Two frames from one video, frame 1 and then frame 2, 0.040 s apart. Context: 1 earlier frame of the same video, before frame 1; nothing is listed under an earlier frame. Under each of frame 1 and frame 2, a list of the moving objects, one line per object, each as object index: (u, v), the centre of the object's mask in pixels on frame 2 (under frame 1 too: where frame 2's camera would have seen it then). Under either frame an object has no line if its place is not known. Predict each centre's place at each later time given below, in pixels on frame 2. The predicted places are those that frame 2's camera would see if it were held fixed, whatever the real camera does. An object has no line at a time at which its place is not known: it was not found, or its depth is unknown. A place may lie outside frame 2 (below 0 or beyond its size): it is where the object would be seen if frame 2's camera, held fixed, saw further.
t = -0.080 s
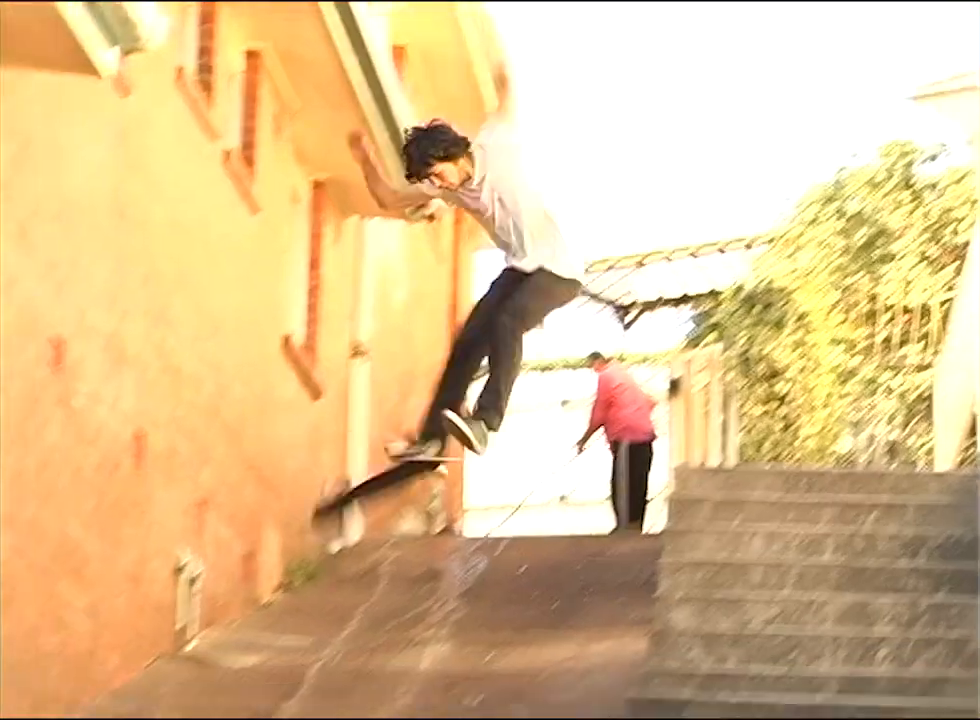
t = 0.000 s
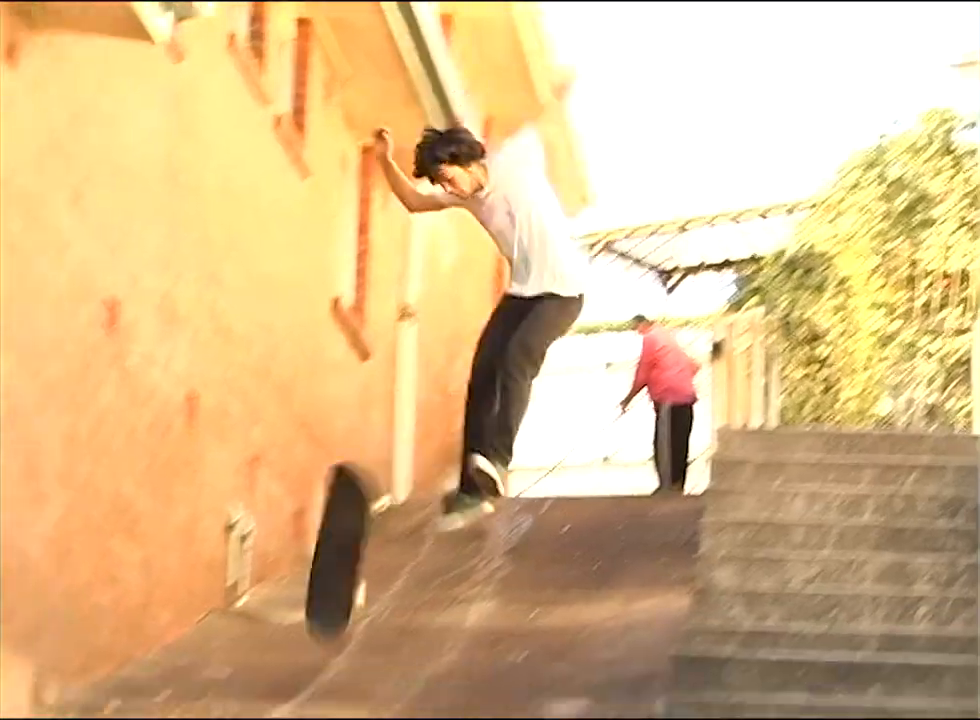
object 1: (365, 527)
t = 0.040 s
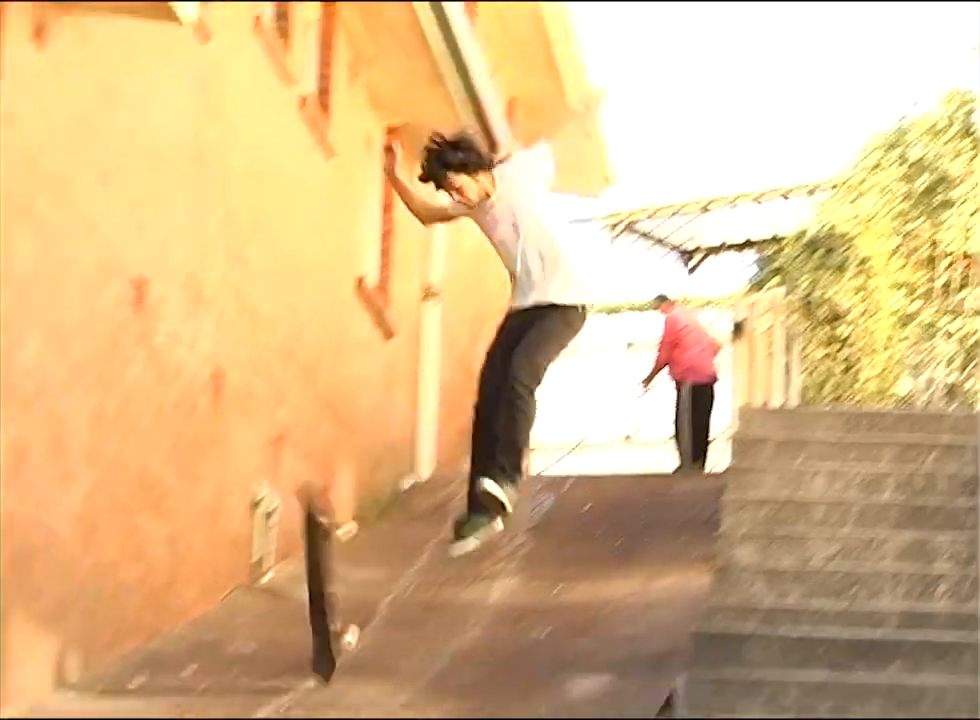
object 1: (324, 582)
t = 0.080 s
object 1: (277, 577)
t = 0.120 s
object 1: (245, 585)
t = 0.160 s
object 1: (203, 590)
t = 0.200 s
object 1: (169, 607)
